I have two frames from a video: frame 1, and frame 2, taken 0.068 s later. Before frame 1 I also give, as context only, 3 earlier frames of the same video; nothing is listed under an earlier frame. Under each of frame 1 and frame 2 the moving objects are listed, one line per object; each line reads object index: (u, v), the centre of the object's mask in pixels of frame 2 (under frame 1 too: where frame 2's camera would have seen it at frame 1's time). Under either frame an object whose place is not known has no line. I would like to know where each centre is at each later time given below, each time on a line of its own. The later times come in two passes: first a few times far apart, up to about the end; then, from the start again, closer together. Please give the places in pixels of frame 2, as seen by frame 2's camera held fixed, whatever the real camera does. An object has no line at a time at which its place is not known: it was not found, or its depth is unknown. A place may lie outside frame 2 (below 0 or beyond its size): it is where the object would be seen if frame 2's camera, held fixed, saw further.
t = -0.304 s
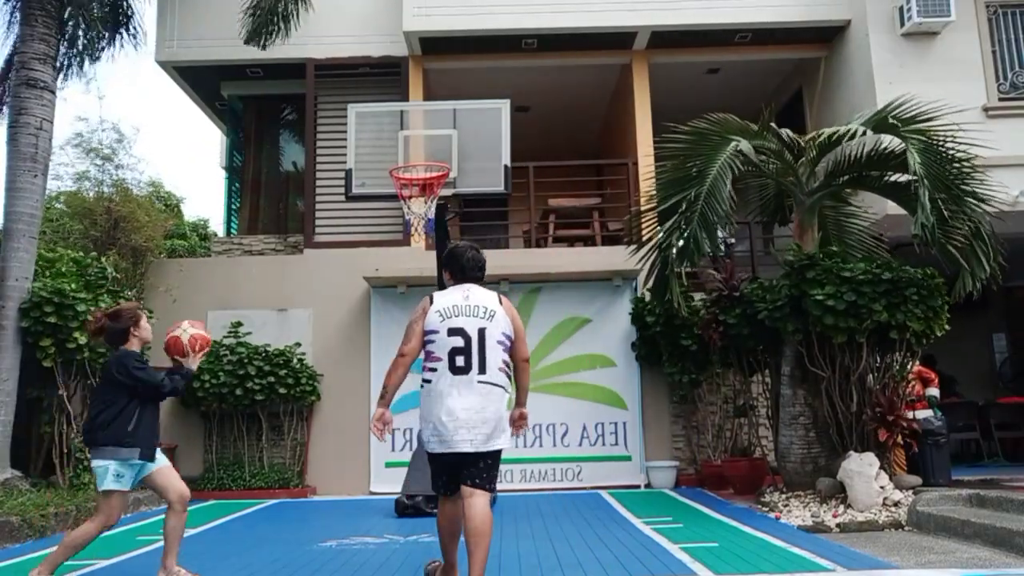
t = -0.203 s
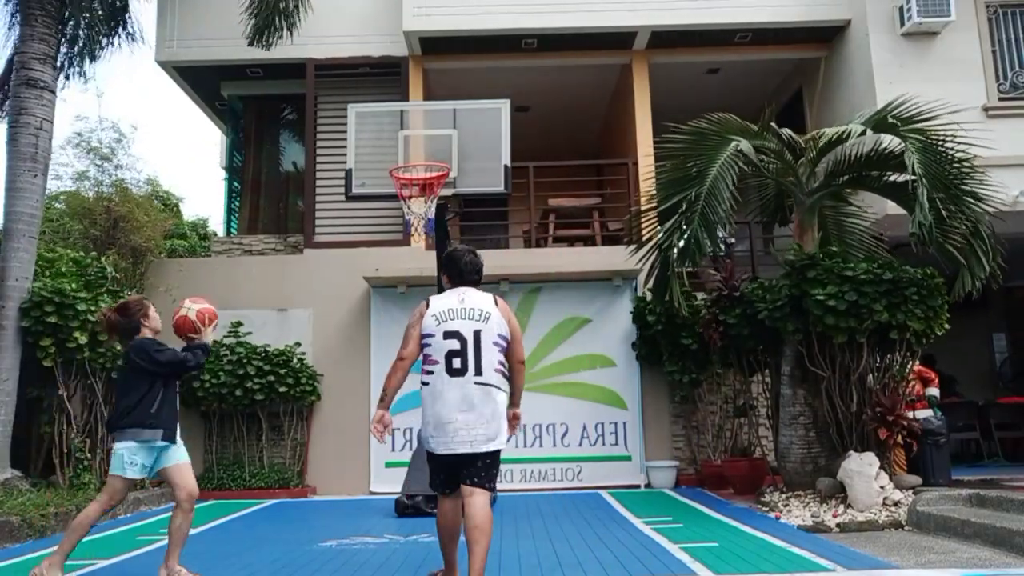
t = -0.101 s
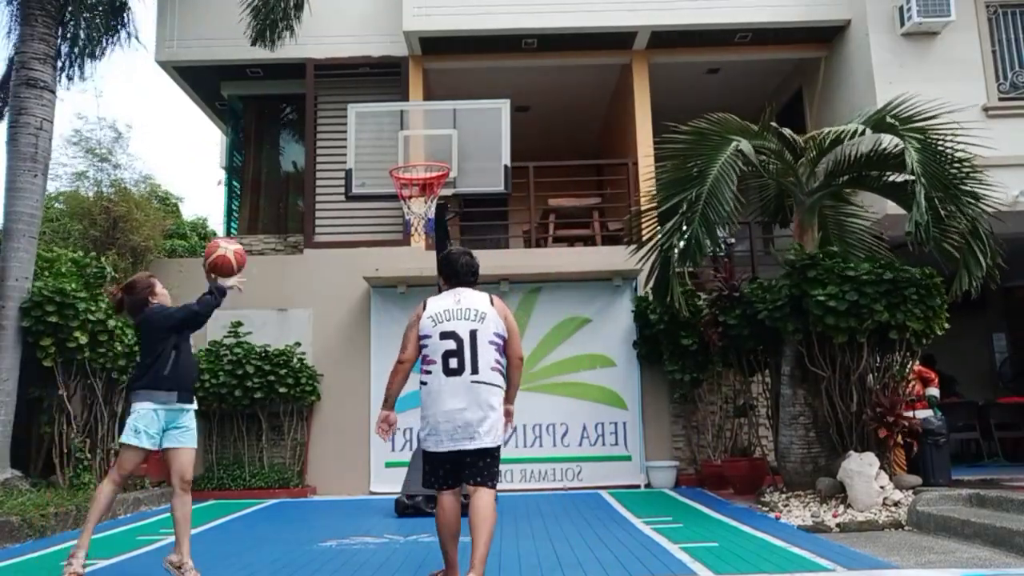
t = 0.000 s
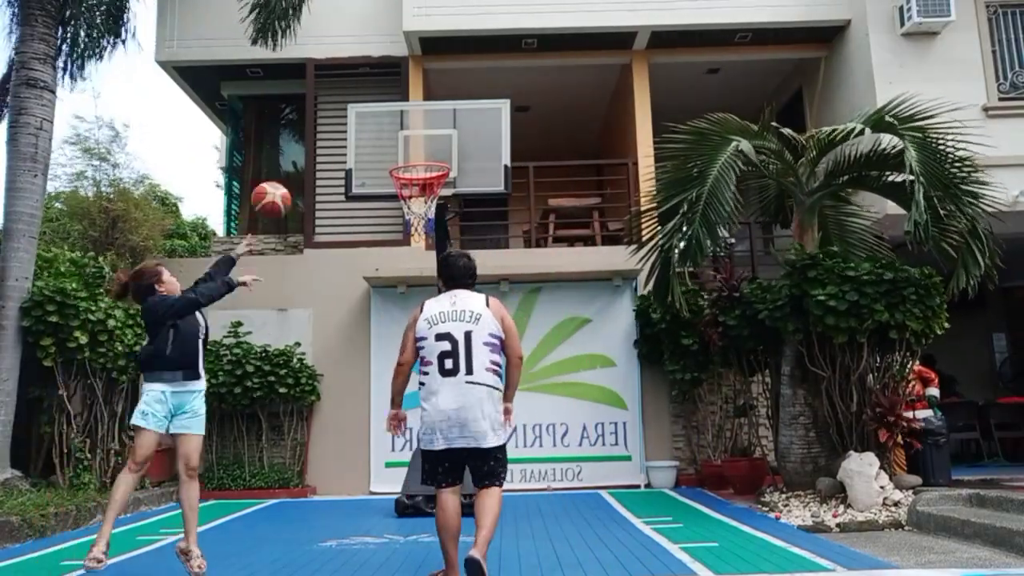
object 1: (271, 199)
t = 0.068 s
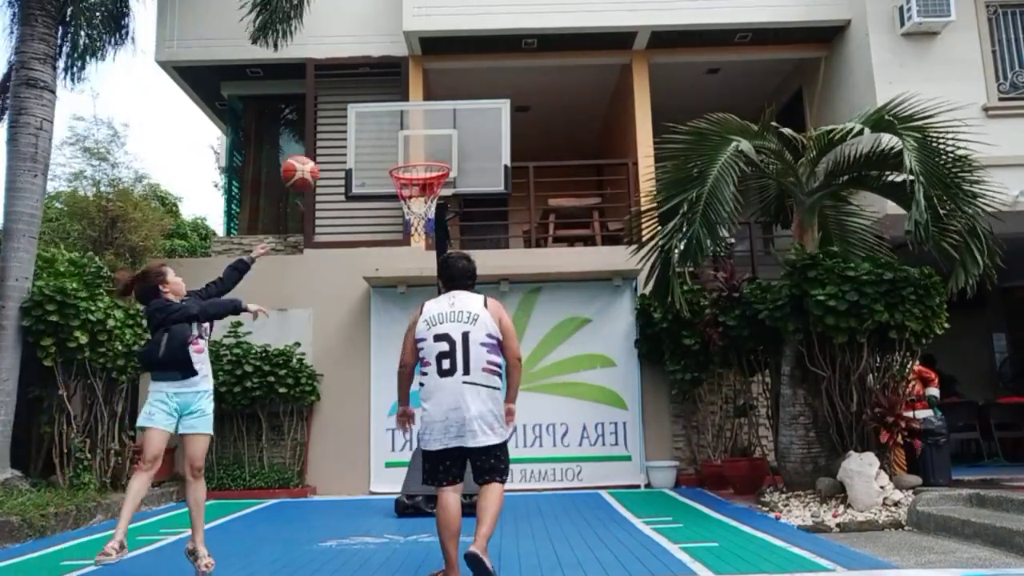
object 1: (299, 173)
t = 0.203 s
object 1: (351, 144)
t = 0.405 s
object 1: (415, 148)
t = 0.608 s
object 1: (442, 139)
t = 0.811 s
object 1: (452, 137)
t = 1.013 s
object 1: (464, 168)
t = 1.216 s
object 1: (498, 225)
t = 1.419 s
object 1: (533, 330)
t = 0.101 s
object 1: (313, 163)
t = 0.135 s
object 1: (326, 155)
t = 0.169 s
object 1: (339, 149)
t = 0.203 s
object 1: (351, 144)
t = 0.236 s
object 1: (362, 141)
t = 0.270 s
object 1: (374, 140)
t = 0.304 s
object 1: (384, 140)
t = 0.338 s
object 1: (395, 141)
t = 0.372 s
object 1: (405, 145)
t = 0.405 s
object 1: (415, 148)
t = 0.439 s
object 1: (424, 152)
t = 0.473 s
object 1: (434, 161)
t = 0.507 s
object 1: (436, 152)
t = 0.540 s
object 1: (438, 148)
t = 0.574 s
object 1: (440, 142)
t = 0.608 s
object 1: (442, 139)
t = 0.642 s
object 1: (444, 136)
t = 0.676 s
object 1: (446, 135)
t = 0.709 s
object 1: (448, 135)
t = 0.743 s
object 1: (450, 135)
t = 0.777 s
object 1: (451, 135)
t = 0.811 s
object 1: (452, 137)
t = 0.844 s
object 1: (454, 139)
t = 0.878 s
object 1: (455, 143)
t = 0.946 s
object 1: (457, 155)
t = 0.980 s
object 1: (459, 163)
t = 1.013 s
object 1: (464, 168)
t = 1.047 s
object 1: (469, 175)
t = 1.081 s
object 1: (475, 182)
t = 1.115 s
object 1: (481, 191)
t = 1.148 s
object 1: (486, 201)
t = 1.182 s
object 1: (492, 213)
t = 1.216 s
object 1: (498, 225)
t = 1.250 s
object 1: (503, 240)
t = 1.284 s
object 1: (509, 255)
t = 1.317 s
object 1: (515, 272)
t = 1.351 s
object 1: (521, 289)
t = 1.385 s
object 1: (527, 309)
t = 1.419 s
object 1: (533, 330)
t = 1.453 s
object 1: (541, 353)
